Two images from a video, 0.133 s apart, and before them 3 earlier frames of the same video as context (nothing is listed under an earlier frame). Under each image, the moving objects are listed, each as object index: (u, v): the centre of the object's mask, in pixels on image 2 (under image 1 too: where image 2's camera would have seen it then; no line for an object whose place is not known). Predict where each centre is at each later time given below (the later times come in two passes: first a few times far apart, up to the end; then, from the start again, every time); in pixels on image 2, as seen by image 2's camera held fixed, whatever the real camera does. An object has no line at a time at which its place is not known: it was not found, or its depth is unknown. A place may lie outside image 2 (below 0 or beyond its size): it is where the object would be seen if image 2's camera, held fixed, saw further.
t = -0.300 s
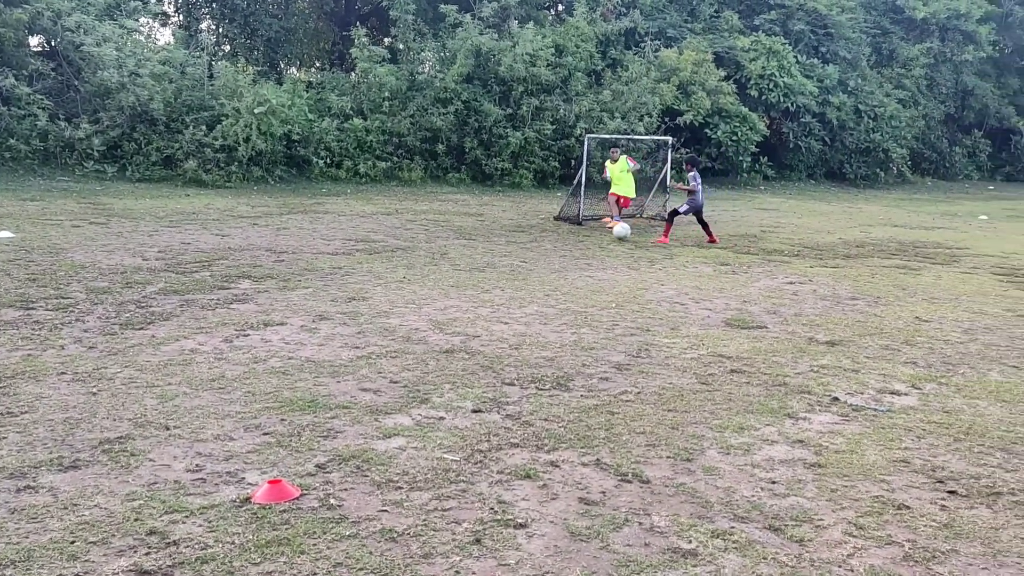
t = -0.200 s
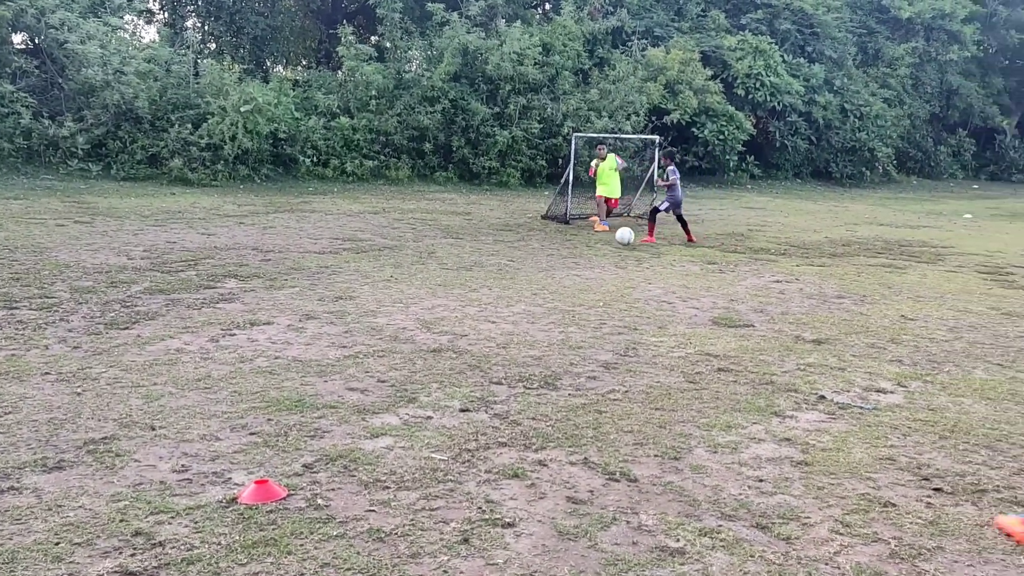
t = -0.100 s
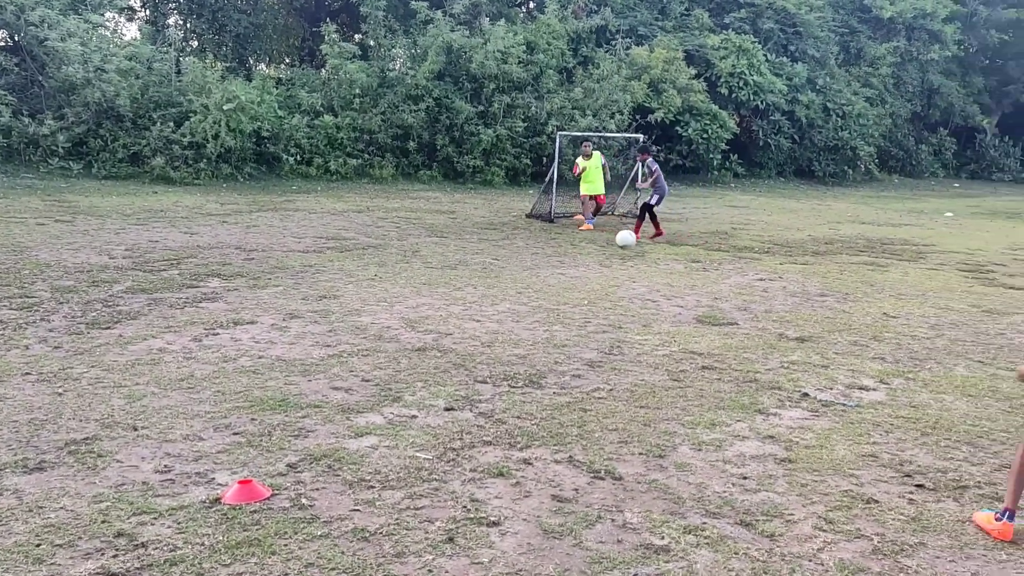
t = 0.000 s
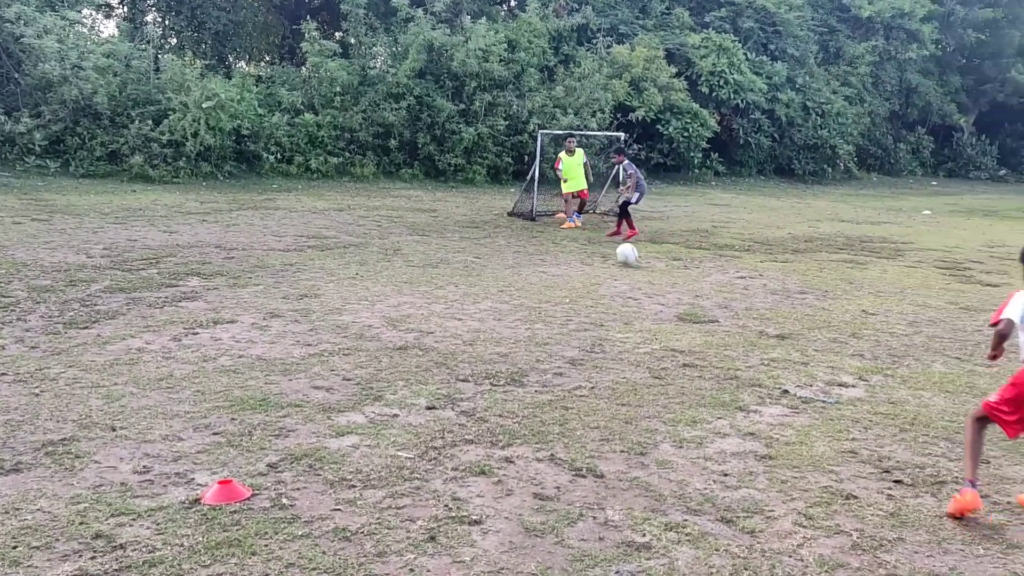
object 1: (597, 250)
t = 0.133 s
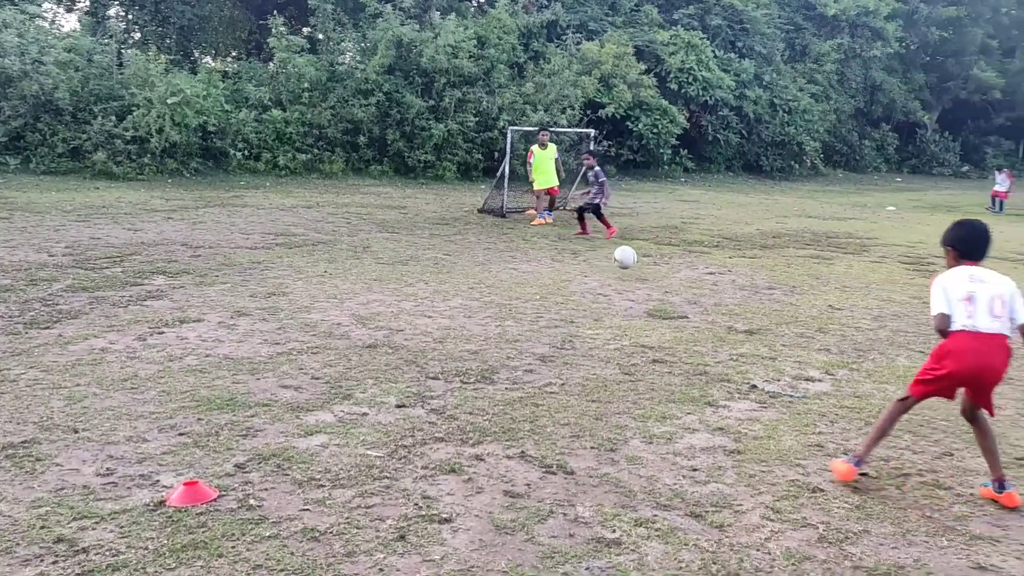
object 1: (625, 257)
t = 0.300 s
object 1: (666, 283)
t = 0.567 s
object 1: (750, 317)
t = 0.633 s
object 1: (776, 333)
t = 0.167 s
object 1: (632, 260)
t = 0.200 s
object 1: (640, 265)
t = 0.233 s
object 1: (649, 272)
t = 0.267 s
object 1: (657, 281)
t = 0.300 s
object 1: (666, 283)
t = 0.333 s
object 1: (675, 285)
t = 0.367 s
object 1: (684, 289)
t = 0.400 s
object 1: (694, 295)
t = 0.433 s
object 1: (705, 303)
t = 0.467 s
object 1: (716, 308)
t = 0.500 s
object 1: (726, 309)
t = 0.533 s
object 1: (738, 312)
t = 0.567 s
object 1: (750, 317)
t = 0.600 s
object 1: (763, 324)
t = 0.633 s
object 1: (776, 333)
